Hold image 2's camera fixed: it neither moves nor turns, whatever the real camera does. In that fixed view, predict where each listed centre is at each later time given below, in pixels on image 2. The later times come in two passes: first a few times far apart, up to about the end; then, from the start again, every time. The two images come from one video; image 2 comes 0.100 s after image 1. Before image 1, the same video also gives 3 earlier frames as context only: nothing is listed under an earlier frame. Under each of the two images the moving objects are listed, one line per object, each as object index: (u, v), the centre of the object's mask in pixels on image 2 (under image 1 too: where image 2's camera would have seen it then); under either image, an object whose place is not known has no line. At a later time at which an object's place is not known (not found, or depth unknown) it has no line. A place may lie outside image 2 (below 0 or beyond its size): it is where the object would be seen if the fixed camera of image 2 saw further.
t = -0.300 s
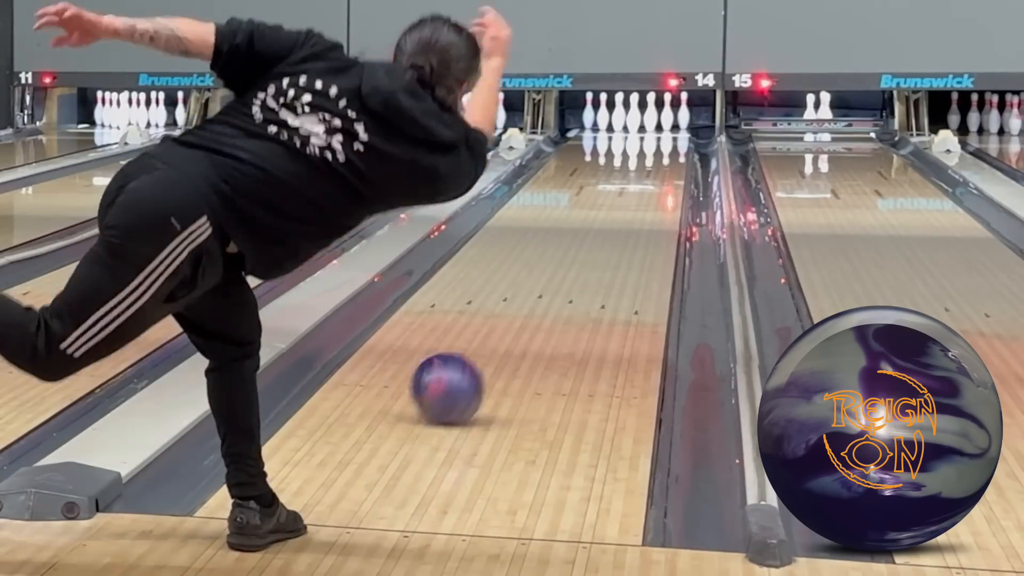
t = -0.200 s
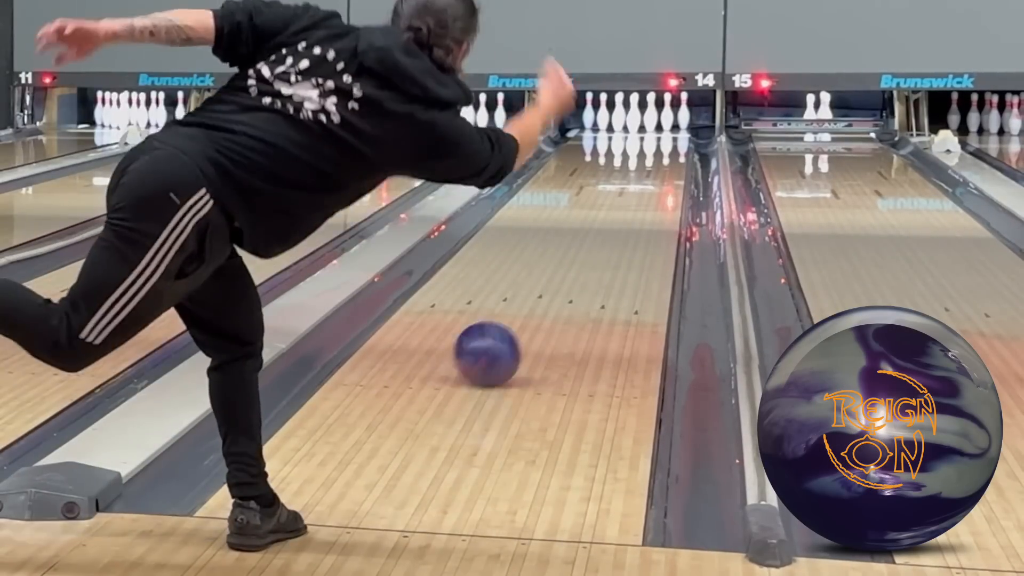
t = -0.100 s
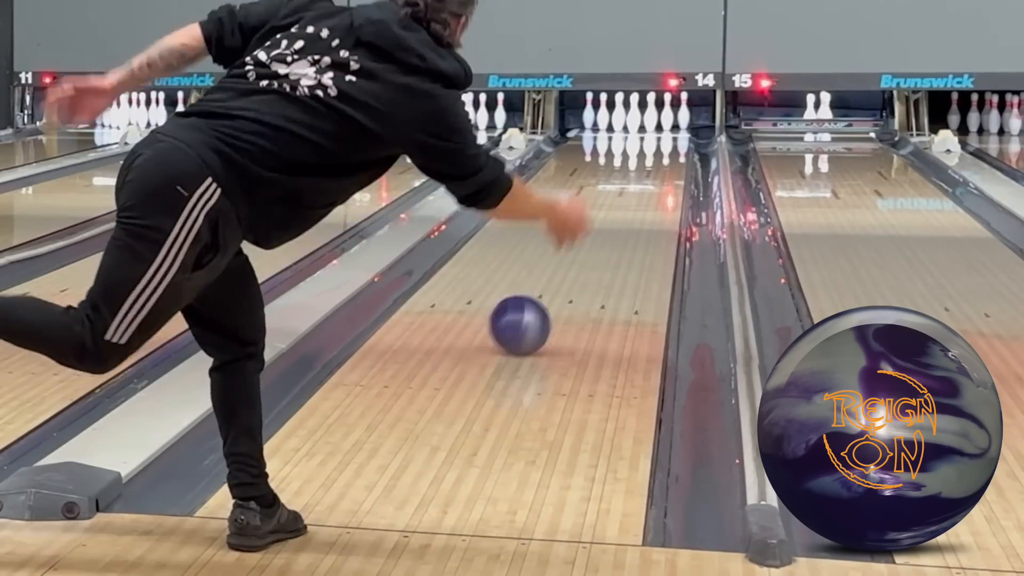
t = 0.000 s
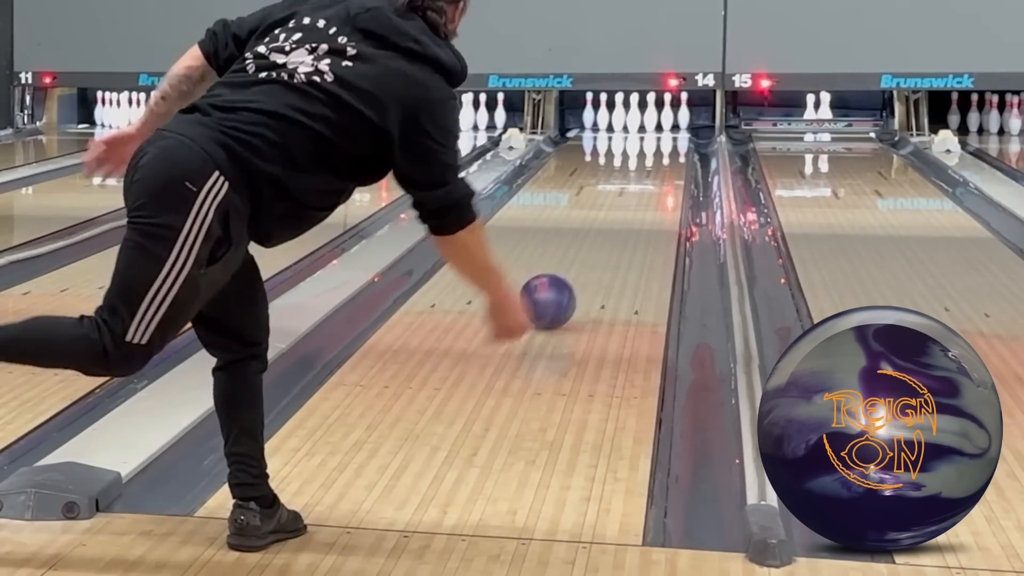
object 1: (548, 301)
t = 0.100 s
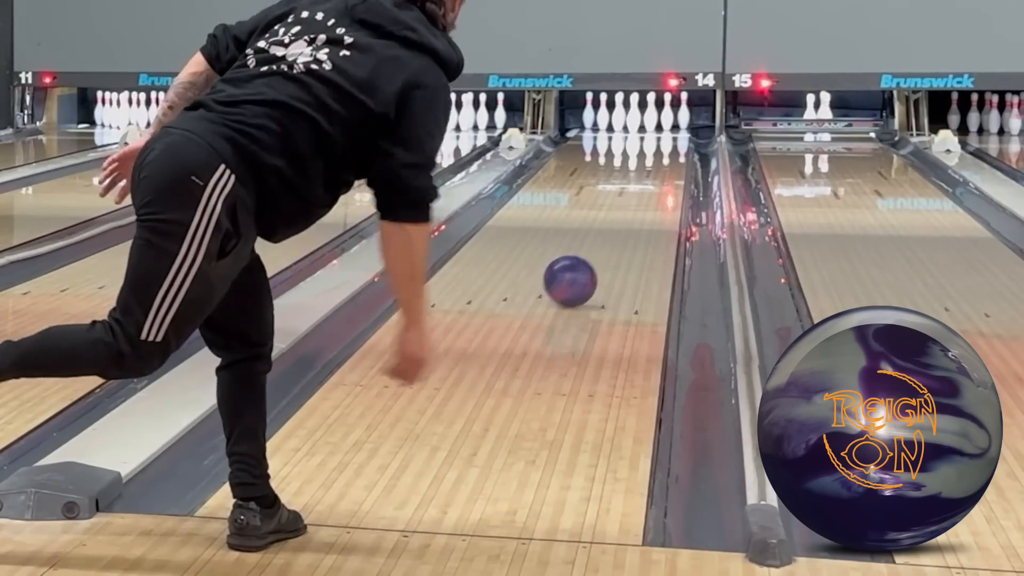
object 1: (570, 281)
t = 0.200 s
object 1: (590, 264)
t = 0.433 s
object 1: (625, 230)
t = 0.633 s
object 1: (647, 207)
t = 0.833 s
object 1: (661, 189)
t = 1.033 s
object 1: (669, 174)
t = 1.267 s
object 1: (673, 159)
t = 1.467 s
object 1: (671, 148)
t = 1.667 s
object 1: (663, 139)
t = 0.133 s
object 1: (577, 275)
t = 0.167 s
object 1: (583, 269)
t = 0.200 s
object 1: (590, 264)
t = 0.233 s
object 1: (595, 259)
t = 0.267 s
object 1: (601, 253)
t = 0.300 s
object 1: (606, 248)
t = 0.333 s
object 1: (611, 244)
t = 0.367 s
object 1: (616, 239)
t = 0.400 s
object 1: (621, 234)
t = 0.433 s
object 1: (625, 230)
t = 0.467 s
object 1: (629, 226)
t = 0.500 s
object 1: (633, 222)
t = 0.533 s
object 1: (637, 218)
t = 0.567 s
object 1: (640, 214)
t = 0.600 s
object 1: (644, 211)
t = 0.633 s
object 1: (647, 207)
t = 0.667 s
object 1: (650, 204)
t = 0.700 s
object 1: (652, 201)
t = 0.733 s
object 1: (655, 198)
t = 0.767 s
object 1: (657, 195)
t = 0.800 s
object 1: (660, 192)
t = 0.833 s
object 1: (661, 189)
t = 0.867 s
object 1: (663, 187)
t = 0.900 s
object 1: (665, 184)
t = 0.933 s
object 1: (666, 182)
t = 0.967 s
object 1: (667, 179)
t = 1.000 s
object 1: (668, 177)
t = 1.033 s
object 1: (669, 174)
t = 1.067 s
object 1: (671, 172)
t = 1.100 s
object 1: (671, 170)
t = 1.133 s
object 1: (672, 167)
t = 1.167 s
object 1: (672, 165)
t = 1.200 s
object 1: (673, 163)
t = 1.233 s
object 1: (673, 161)
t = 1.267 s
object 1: (673, 159)
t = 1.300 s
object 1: (673, 158)
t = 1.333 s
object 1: (673, 156)
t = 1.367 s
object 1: (673, 154)
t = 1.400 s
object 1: (672, 152)
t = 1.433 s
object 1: (672, 150)
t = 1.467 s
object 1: (671, 148)
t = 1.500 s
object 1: (670, 147)
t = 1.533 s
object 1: (669, 146)
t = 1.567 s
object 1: (668, 144)
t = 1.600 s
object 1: (667, 143)
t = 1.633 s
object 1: (665, 141)
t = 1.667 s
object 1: (663, 139)
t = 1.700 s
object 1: (662, 138)
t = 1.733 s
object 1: (660, 137)
